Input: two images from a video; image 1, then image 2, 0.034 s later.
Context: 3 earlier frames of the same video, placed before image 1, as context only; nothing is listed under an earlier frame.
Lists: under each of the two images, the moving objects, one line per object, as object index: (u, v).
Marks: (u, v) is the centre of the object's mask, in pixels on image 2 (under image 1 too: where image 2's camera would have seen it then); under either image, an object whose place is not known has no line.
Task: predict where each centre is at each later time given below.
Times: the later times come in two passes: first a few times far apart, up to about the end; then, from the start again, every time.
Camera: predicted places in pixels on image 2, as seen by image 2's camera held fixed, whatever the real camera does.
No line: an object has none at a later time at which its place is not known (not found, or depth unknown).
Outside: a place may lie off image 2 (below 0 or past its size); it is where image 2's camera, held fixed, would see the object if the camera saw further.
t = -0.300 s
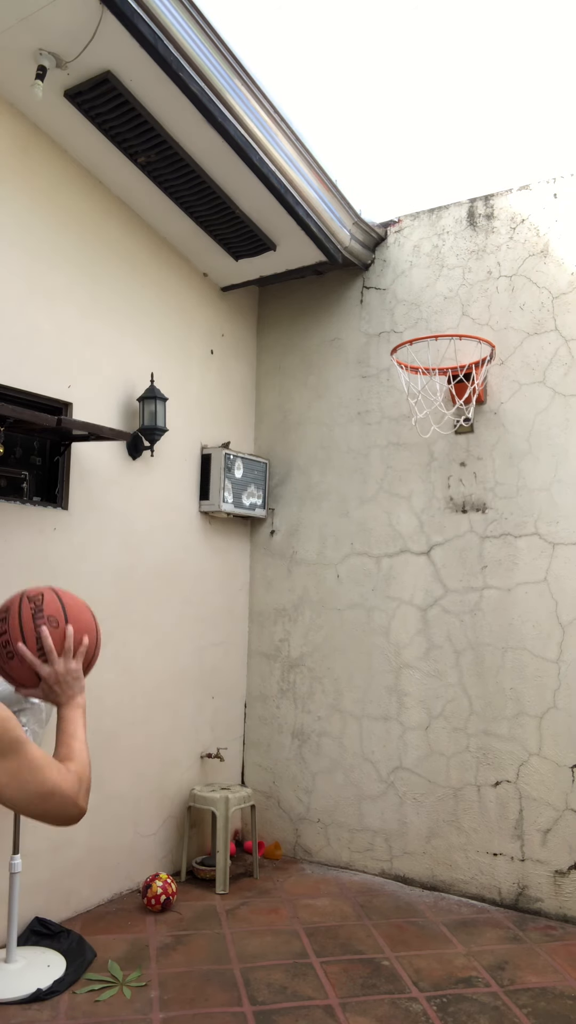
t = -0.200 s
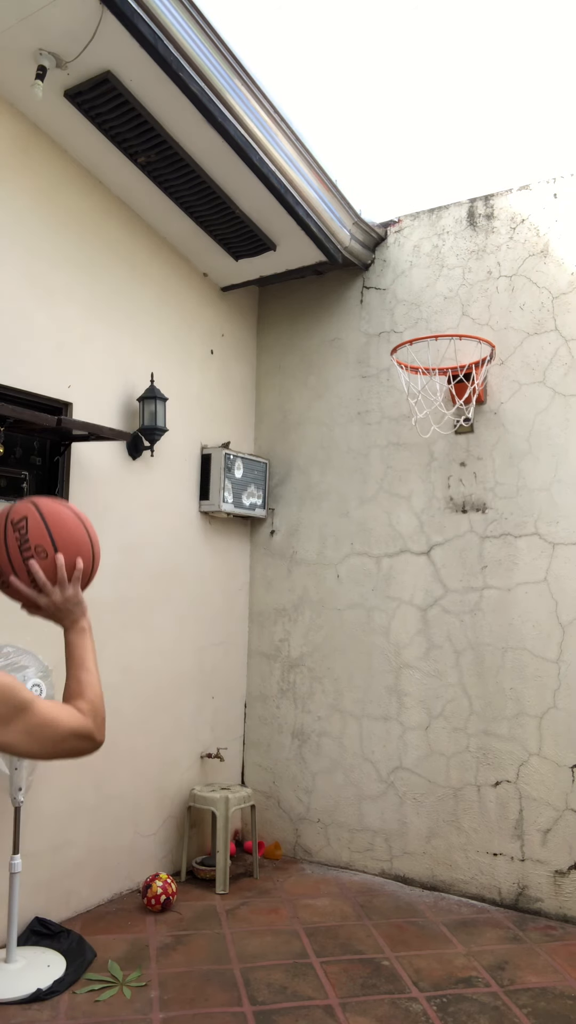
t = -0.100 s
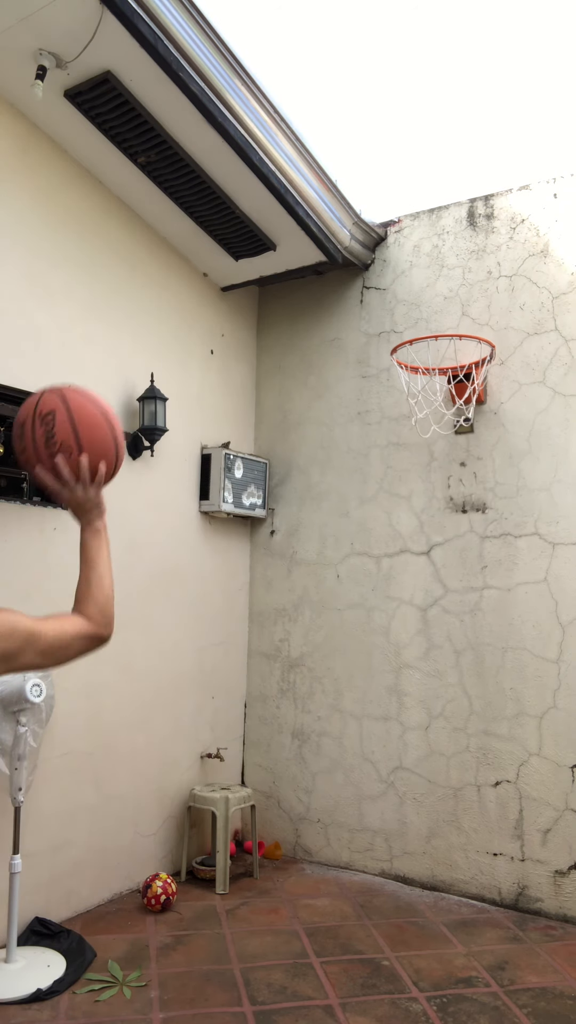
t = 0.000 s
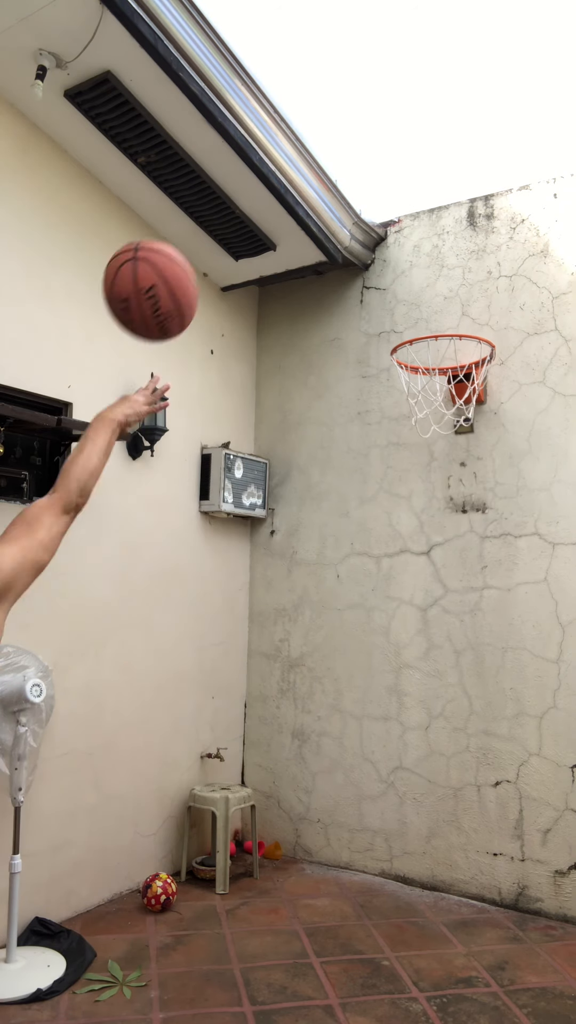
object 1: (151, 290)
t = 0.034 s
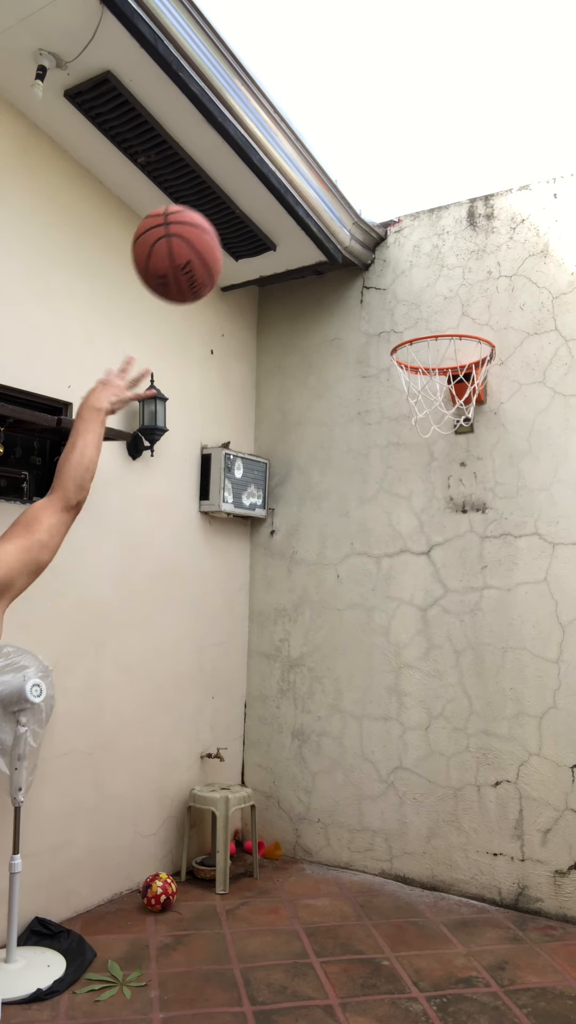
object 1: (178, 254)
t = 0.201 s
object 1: (280, 160)
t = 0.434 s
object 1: (373, 177)
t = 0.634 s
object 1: (427, 274)
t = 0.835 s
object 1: (440, 401)
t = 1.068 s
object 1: (385, 630)
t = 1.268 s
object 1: (326, 941)
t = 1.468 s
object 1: (257, 691)
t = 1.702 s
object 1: (155, 515)
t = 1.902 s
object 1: (40, 483)
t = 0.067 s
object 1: (202, 225)
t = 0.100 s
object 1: (224, 202)
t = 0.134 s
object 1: (244, 184)
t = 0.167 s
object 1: (262, 170)
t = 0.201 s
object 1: (280, 160)
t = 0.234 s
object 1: (295, 154)
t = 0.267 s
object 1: (311, 151)
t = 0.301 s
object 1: (325, 151)
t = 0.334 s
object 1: (338, 154)
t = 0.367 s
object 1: (350, 160)
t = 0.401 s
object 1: (362, 167)
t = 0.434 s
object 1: (373, 177)
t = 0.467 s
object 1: (383, 189)
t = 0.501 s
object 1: (393, 203)
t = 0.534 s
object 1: (402, 218)
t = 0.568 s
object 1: (411, 235)
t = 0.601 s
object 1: (419, 253)
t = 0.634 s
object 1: (427, 274)
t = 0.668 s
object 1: (435, 295)
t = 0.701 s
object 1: (442, 315)
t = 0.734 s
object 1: (449, 341)
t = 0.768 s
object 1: (455, 362)
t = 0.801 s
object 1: (448, 382)
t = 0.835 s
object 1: (440, 401)
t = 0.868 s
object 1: (433, 425)
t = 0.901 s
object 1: (425, 450)
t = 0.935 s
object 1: (417, 479)
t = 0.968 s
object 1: (410, 511)
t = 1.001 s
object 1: (402, 547)
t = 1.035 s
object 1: (393, 587)
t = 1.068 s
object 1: (385, 630)
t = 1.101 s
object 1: (376, 677)
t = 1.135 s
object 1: (367, 730)
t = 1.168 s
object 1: (357, 788)
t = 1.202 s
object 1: (347, 851)
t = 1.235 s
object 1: (336, 919)
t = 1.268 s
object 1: (326, 941)
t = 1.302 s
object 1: (315, 894)
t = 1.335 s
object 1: (304, 849)
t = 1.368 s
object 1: (293, 806)
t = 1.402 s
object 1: (281, 766)
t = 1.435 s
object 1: (269, 727)
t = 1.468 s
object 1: (257, 691)
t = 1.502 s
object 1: (244, 658)
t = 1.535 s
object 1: (230, 628)
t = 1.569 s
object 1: (217, 599)
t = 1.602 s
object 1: (202, 574)
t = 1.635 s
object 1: (186, 552)
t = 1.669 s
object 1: (171, 532)
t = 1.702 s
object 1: (155, 515)
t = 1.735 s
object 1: (137, 501)
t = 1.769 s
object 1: (120, 491)
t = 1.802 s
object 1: (101, 484)
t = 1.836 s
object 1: (81, 479)
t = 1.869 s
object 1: (60, 479)
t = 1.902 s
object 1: (40, 483)
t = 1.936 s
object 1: (28, 491)
